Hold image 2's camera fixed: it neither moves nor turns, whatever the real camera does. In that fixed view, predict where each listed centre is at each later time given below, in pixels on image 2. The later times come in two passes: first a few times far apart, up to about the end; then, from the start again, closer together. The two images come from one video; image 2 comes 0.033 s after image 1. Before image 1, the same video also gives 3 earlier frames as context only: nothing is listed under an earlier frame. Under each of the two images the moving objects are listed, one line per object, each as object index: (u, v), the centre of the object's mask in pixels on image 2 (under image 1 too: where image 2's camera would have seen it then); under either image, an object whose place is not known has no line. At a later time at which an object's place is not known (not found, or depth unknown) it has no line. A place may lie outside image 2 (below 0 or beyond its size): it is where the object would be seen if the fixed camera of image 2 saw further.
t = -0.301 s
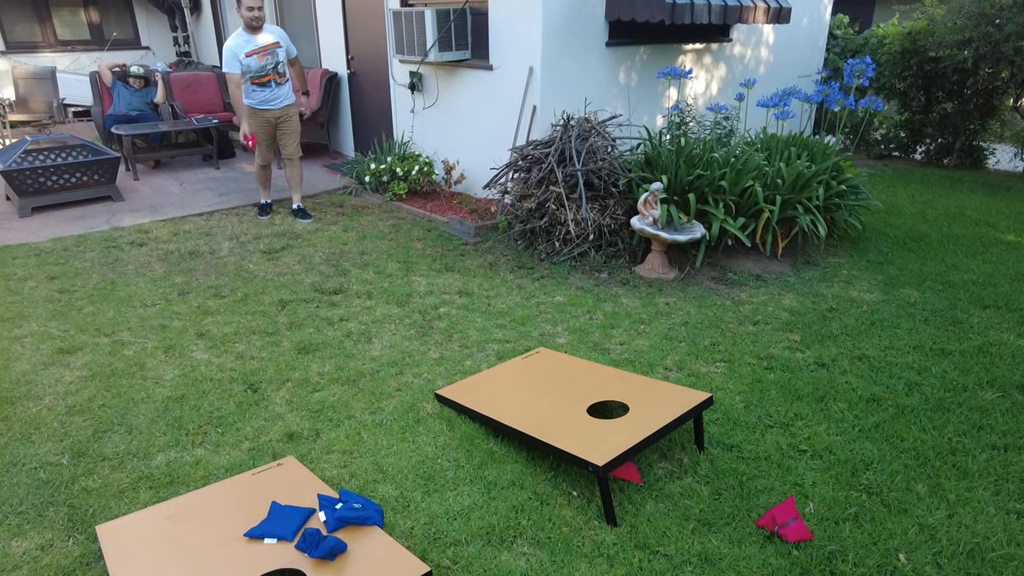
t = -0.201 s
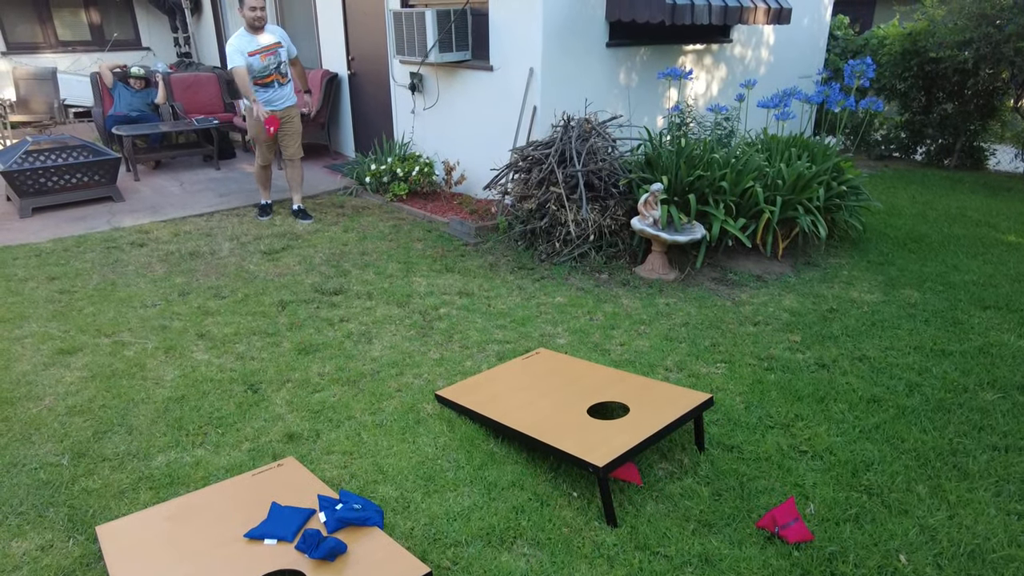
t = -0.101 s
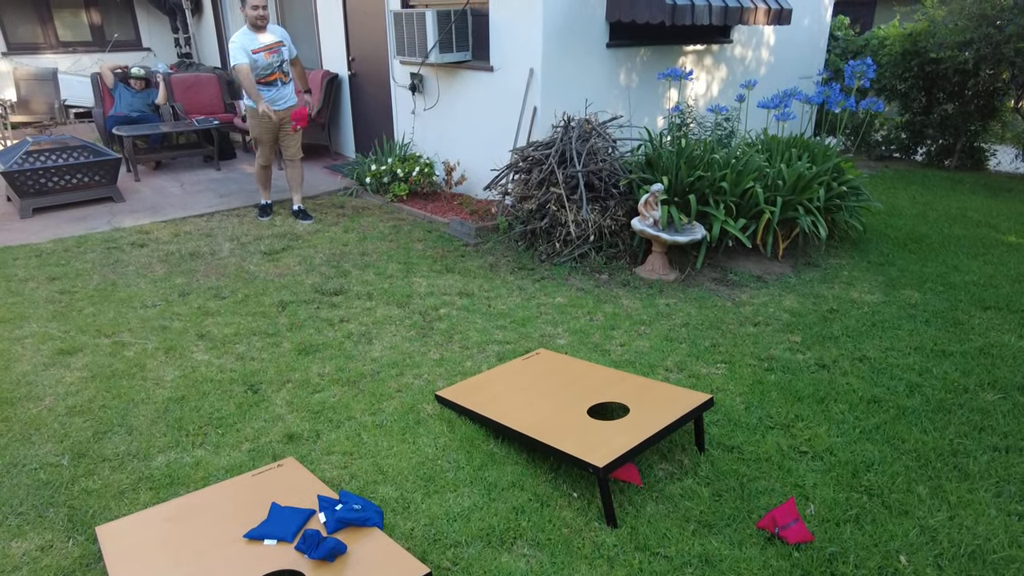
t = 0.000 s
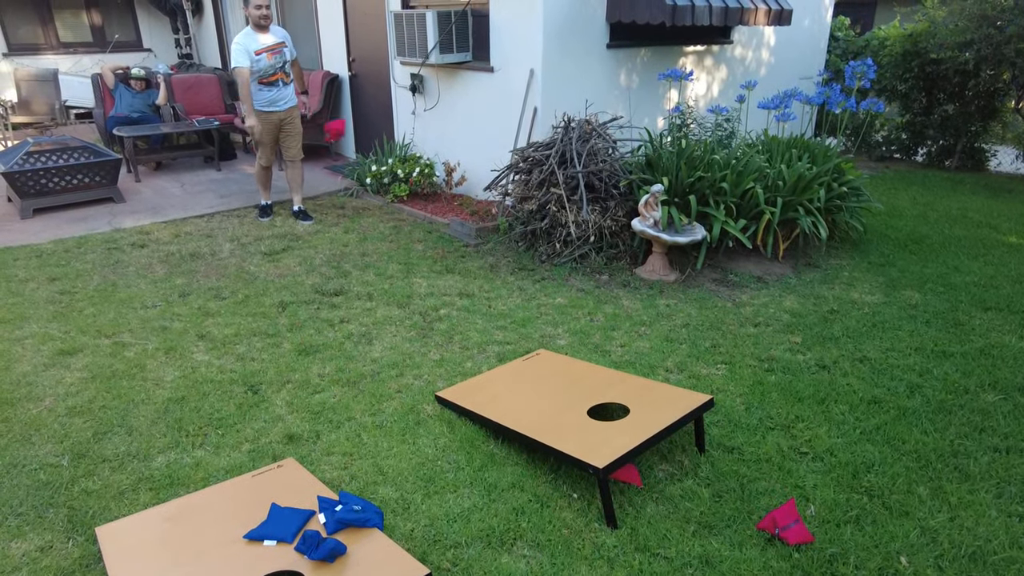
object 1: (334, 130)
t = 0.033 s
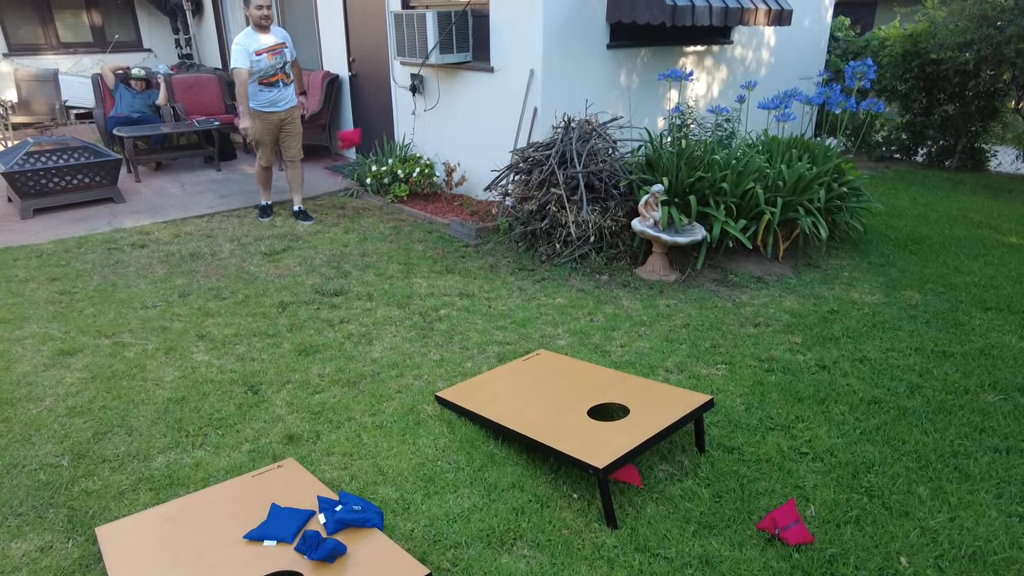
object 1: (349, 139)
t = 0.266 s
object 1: (476, 288)
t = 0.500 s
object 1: (581, 396)
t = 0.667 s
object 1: (613, 415)
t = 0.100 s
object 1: (379, 165)
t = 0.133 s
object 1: (396, 183)
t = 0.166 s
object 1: (414, 204)
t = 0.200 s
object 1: (434, 228)
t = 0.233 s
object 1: (454, 256)
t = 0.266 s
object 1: (476, 288)
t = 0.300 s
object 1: (500, 324)
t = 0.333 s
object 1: (524, 365)
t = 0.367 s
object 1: (541, 383)
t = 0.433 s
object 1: (562, 388)
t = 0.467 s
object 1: (572, 393)
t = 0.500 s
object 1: (581, 396)
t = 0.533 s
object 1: (590, 400)
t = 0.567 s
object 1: (597, 404)
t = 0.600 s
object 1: (604, 408)
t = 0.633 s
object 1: (609, 411)
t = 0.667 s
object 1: (613, 415)
